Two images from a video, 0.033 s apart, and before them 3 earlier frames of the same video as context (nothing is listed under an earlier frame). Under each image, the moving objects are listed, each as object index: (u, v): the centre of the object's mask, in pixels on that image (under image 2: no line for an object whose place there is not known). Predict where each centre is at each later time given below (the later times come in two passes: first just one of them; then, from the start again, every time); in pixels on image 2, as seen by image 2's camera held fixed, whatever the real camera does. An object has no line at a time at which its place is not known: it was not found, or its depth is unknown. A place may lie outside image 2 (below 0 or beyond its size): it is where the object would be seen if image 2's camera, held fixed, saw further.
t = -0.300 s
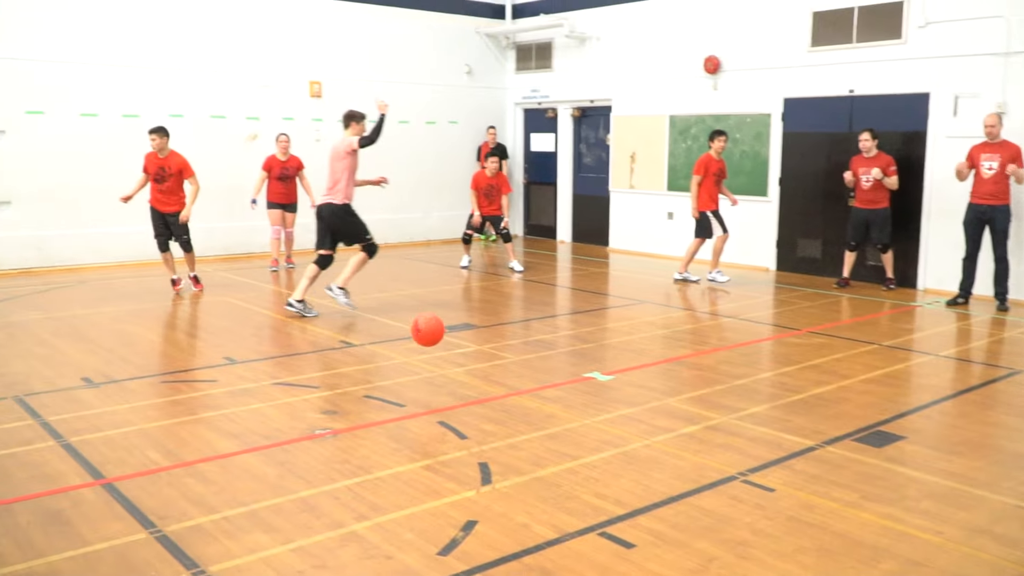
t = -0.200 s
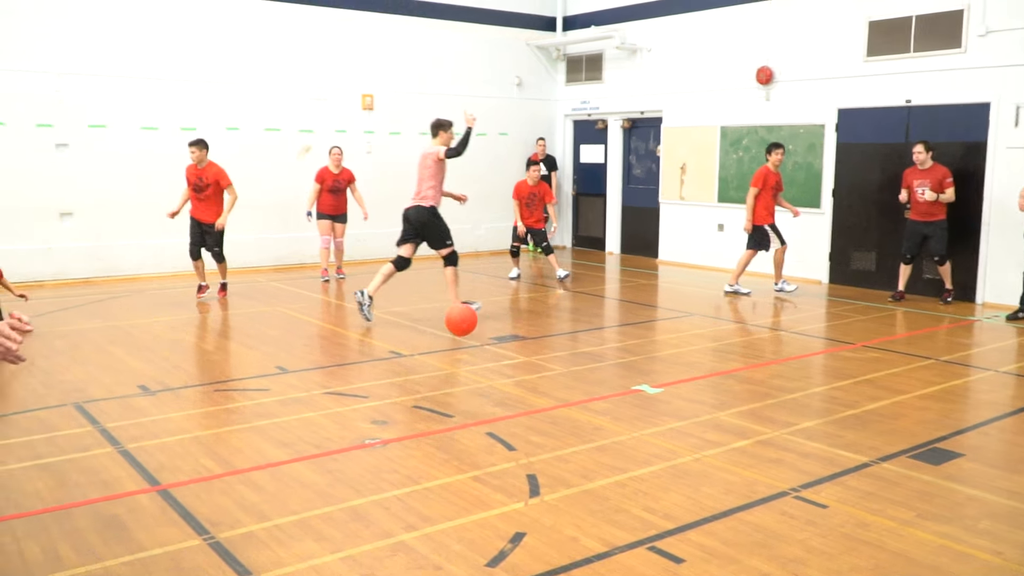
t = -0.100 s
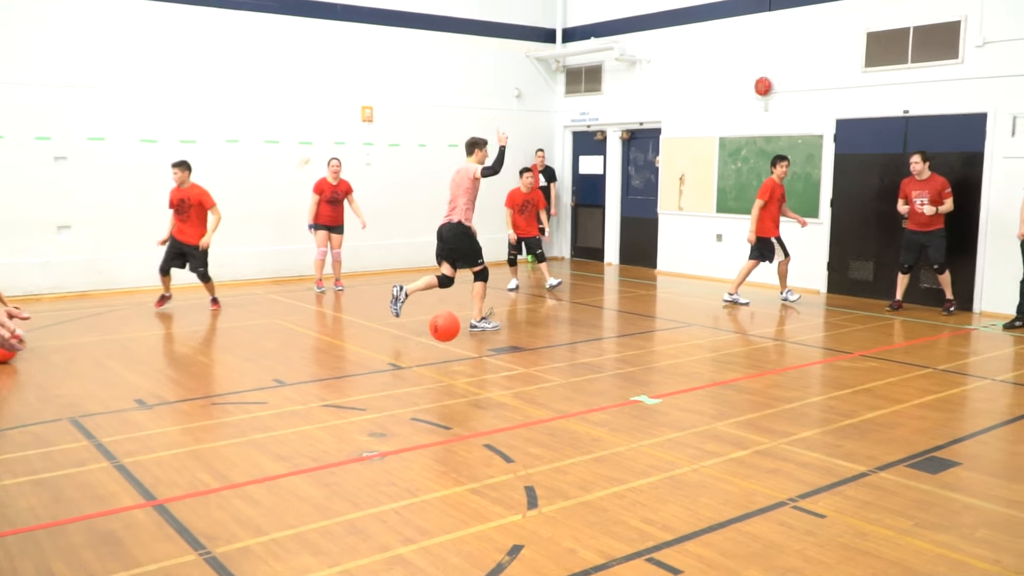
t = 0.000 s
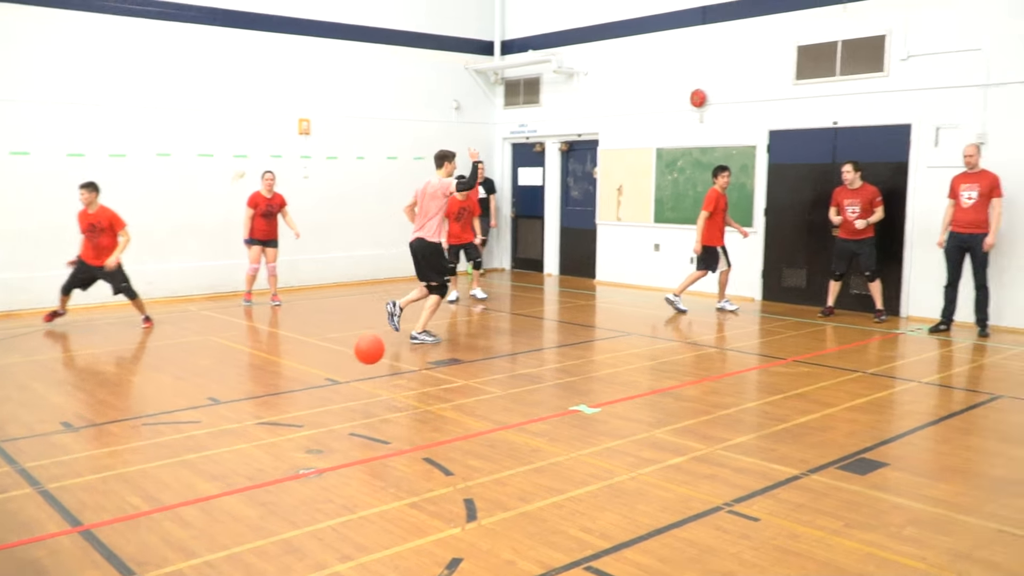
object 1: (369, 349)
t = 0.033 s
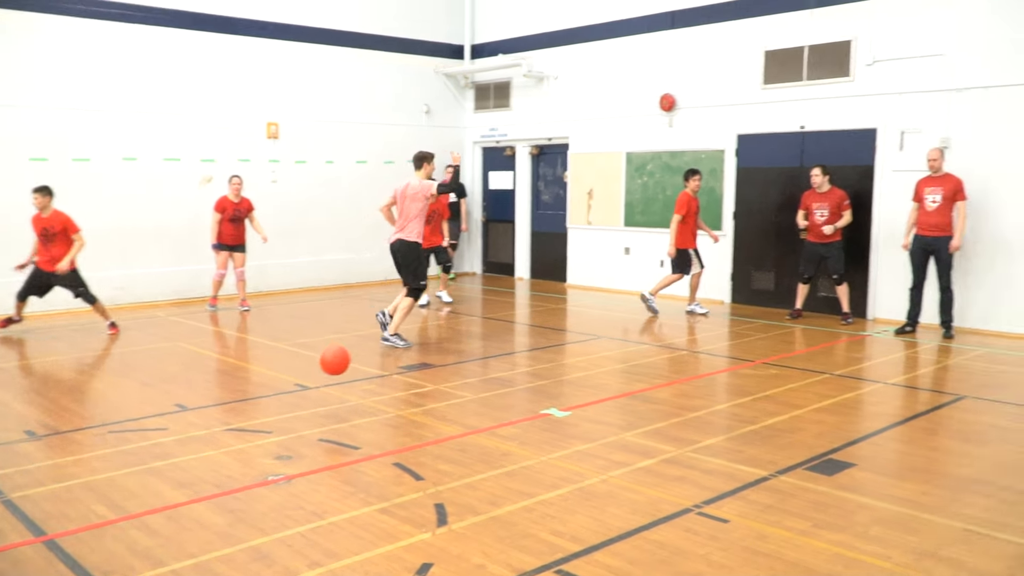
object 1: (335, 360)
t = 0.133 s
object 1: (319, 387)
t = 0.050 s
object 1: (332, 363)
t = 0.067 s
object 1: (329, 368)
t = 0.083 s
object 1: (327, 371)
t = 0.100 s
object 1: (324, 376)
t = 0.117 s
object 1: (322, 381)
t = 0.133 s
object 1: (319, 387)
